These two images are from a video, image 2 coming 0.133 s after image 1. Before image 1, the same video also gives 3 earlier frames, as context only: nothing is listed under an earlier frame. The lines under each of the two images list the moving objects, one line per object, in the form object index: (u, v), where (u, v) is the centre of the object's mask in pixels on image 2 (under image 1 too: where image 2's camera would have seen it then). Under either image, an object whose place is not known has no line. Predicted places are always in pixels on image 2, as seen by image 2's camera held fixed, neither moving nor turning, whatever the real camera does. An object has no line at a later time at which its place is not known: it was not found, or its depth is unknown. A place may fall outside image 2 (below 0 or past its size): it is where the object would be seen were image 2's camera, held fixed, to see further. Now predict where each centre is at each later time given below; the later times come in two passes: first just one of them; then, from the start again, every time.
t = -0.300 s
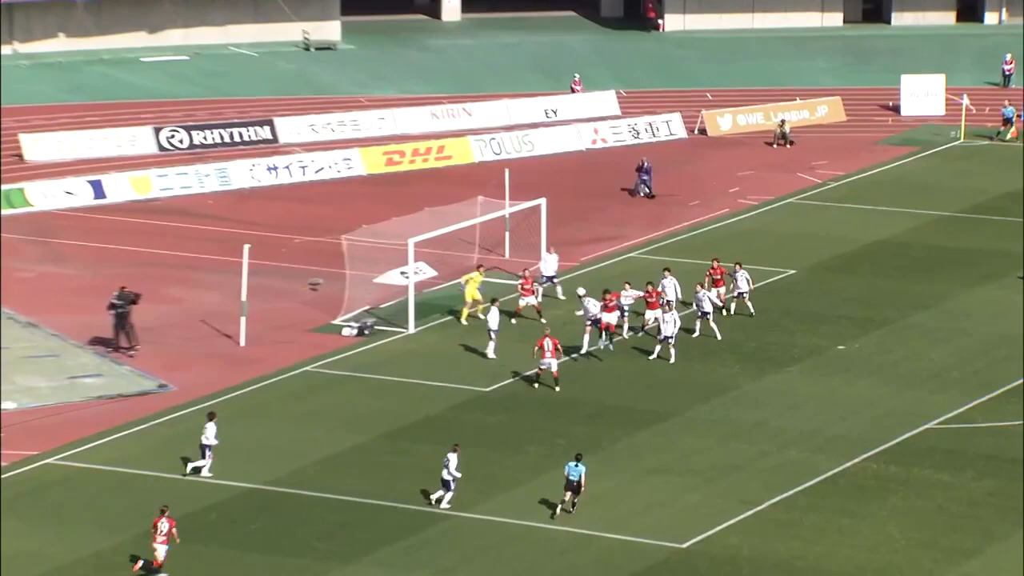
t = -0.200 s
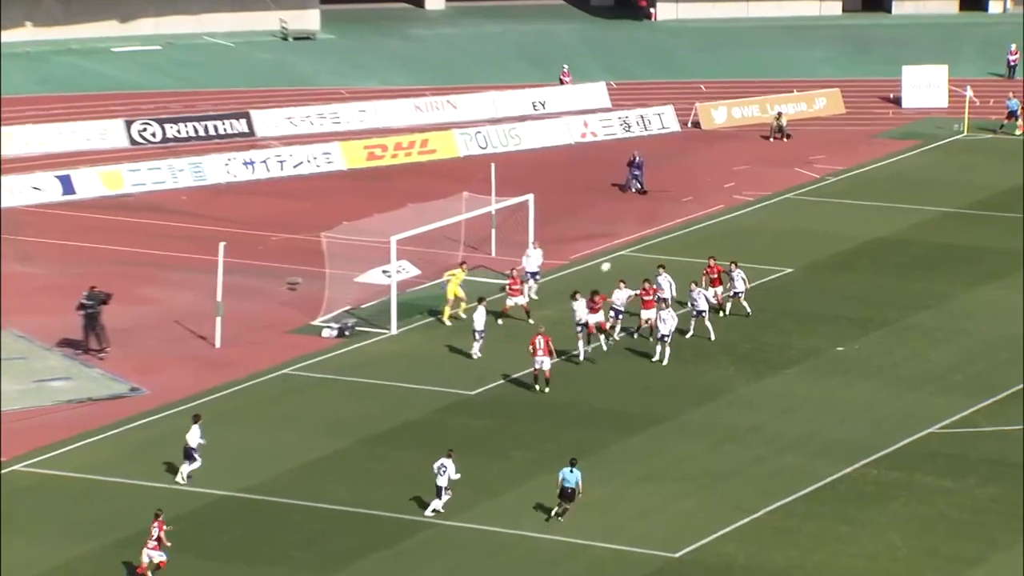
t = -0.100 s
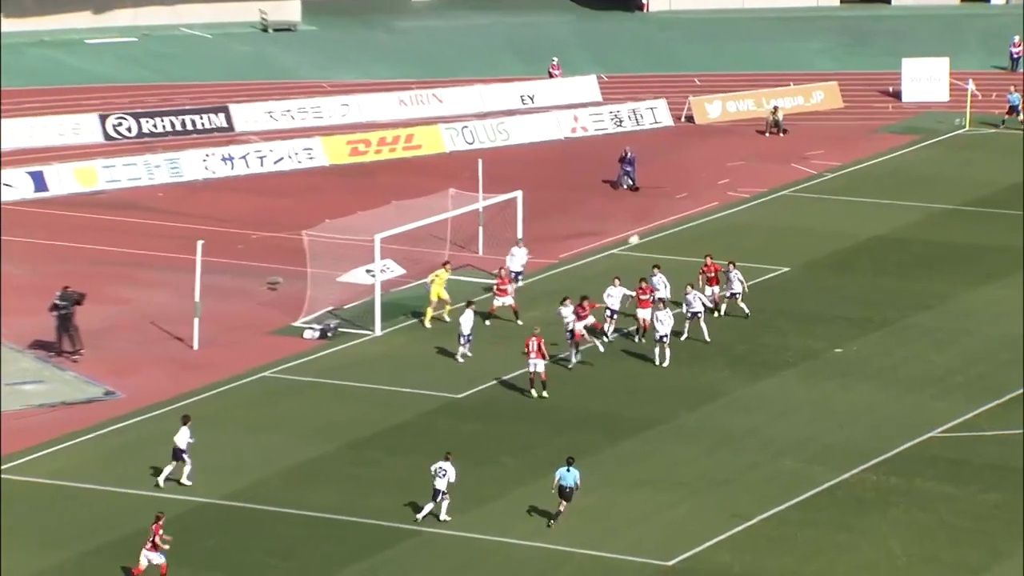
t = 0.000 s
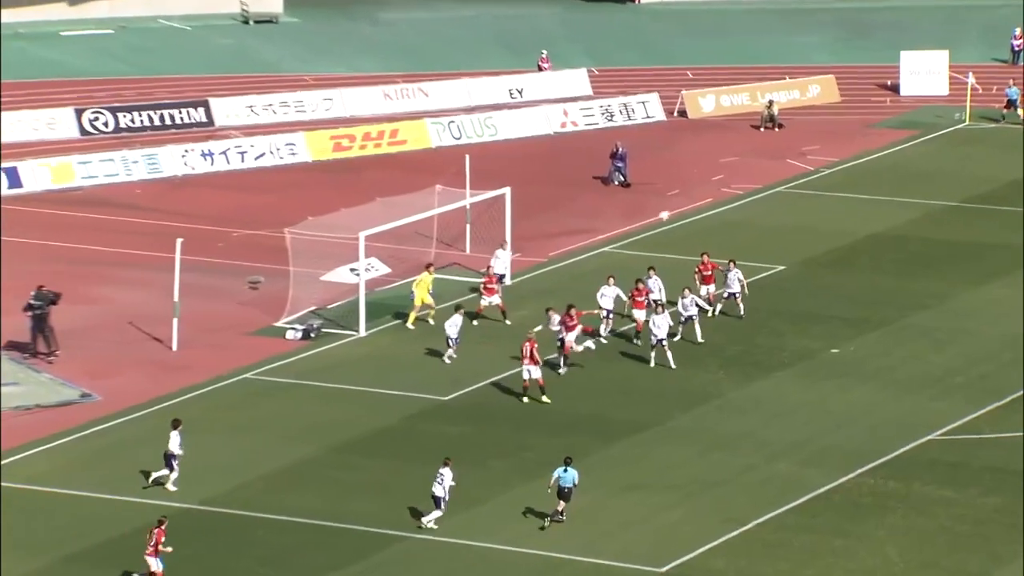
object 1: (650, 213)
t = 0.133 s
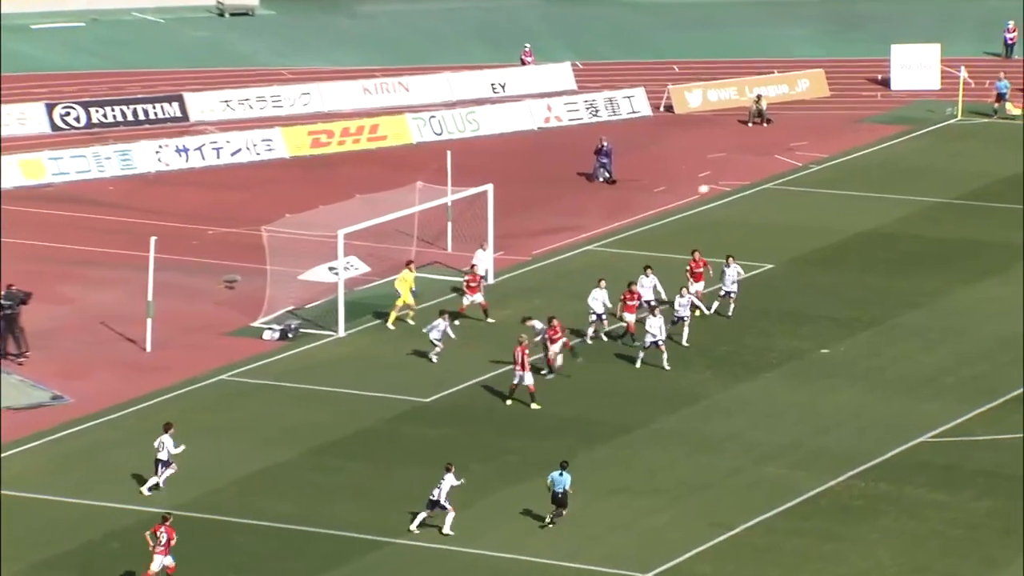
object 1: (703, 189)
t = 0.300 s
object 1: (769, 170)
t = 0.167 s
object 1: (716, 184)
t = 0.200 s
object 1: (730, 180)
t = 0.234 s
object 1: (742, 176)
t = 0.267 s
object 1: (755, 173)
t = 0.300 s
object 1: (769, 170)
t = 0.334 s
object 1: (782, 167)
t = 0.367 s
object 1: (795, 165)
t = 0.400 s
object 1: (808, 164)
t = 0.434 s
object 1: (821, 164)
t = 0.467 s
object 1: (834, 164)
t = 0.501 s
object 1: (847, 164)
